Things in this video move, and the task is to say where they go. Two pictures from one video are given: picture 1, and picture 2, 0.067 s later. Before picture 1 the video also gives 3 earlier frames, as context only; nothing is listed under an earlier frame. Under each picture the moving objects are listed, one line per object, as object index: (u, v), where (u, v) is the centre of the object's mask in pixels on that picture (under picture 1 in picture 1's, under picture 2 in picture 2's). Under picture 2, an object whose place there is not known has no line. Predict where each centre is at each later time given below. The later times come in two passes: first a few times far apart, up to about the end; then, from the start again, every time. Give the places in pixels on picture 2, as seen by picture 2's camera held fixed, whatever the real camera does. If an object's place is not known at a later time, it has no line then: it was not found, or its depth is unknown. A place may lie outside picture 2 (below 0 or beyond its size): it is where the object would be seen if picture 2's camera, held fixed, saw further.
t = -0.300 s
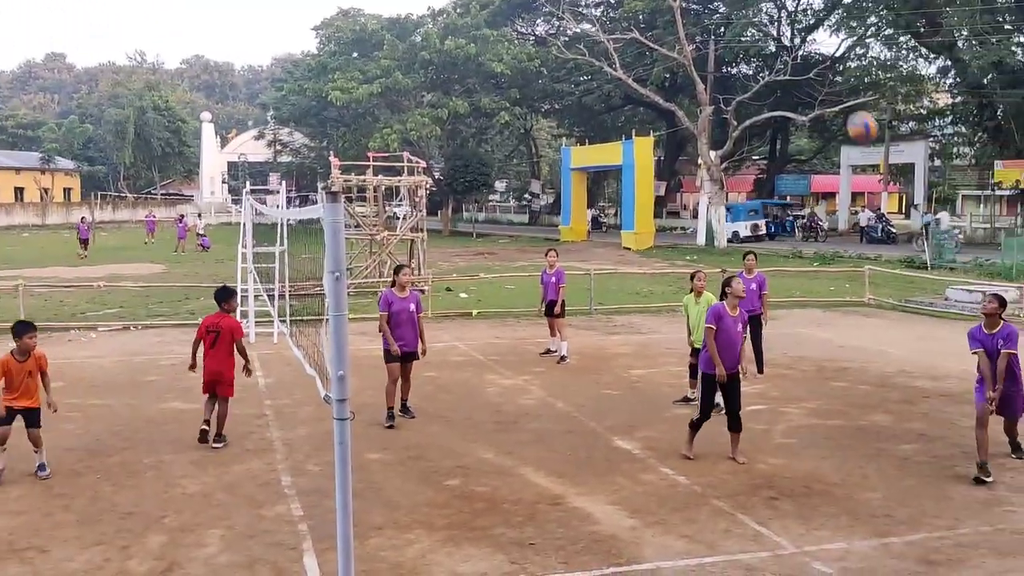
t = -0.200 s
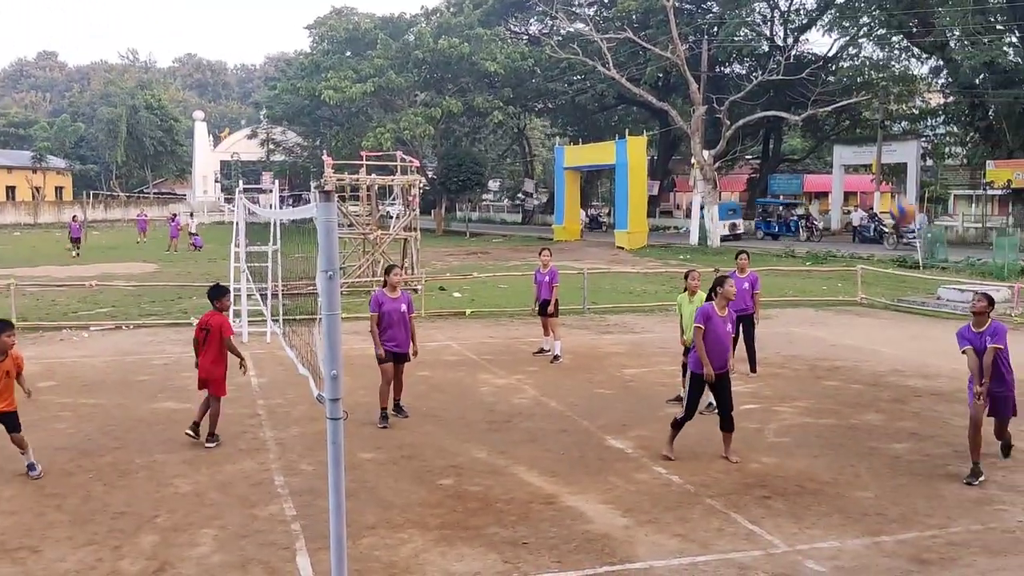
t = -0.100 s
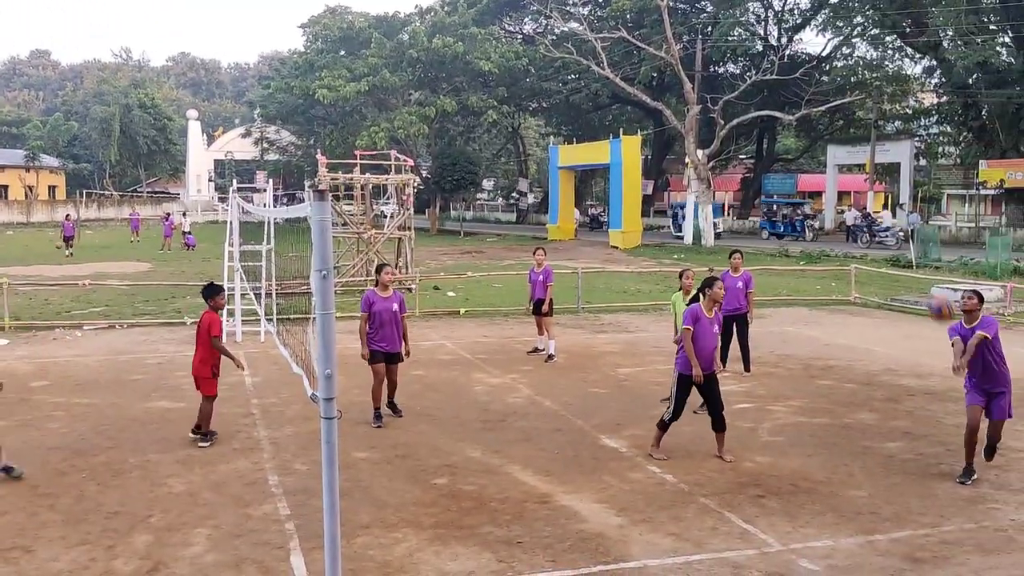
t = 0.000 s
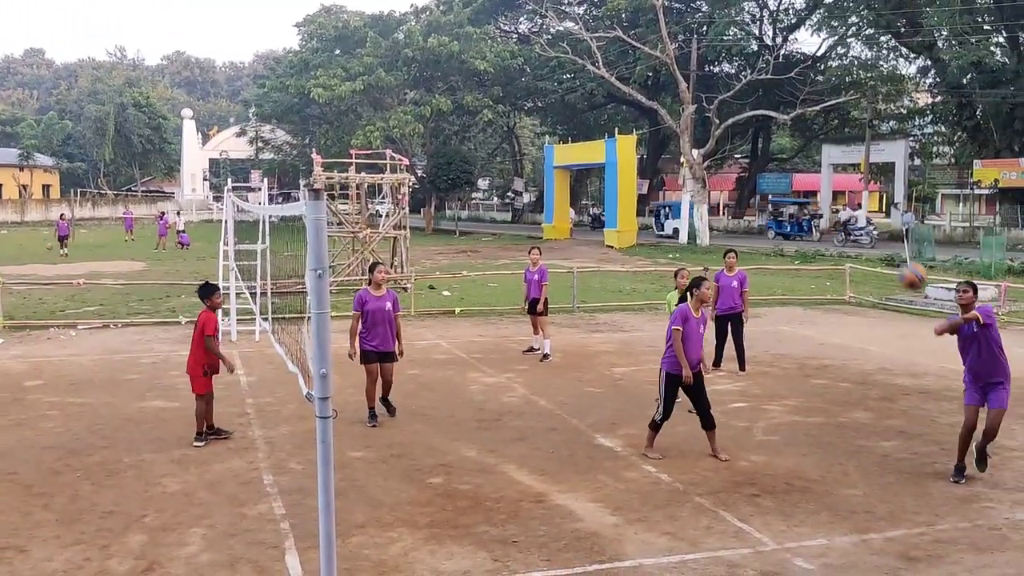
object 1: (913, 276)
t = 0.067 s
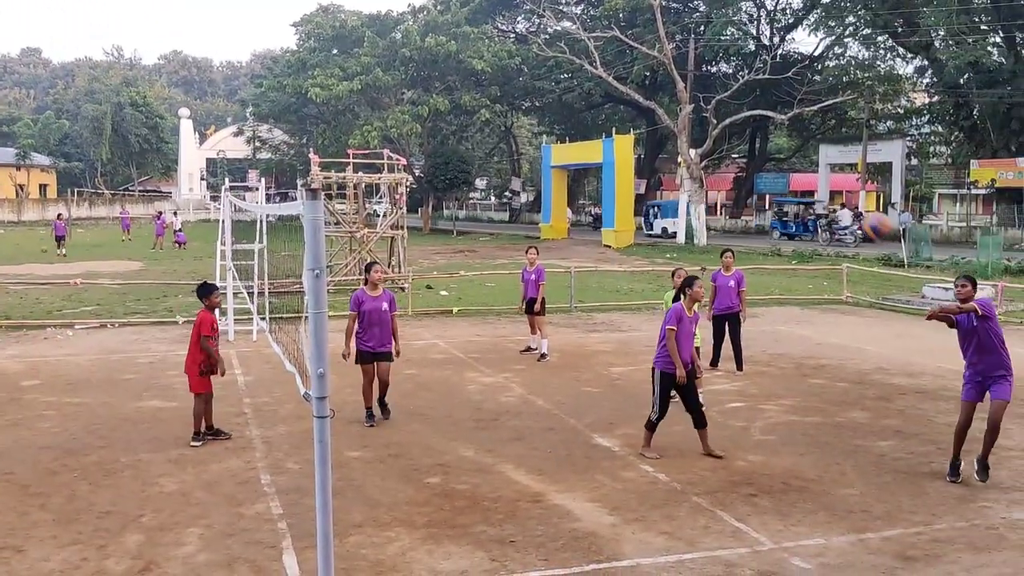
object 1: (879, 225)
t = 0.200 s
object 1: (811, 142)
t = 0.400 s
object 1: (718, 63)
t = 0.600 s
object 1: (629, 36)
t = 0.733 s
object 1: (571, 45)
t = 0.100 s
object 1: (859, 201)
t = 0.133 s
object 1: (844, 180)
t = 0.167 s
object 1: (826, 161)
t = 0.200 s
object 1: (811, 142)
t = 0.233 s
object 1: (796, 126)
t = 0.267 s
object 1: (781, 109)
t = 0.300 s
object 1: (765, 96)
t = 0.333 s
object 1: (749, 83)
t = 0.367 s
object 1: (734, 72)
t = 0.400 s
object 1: (718, 63)
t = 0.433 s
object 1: (703, 54)
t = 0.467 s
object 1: (689, 47)
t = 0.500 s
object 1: (673, 42)
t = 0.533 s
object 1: (658, 40)
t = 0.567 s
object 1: (644, 37)
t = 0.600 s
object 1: (629, 36)
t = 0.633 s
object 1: (615, 36)
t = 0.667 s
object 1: (600, 37)
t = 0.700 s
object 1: (585, 40)
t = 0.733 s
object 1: (571, 45)
